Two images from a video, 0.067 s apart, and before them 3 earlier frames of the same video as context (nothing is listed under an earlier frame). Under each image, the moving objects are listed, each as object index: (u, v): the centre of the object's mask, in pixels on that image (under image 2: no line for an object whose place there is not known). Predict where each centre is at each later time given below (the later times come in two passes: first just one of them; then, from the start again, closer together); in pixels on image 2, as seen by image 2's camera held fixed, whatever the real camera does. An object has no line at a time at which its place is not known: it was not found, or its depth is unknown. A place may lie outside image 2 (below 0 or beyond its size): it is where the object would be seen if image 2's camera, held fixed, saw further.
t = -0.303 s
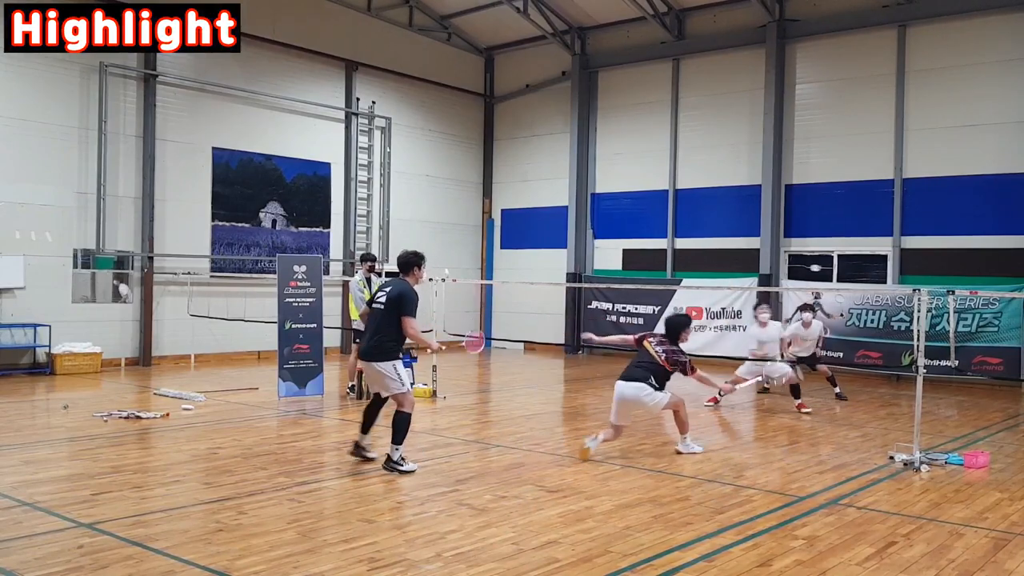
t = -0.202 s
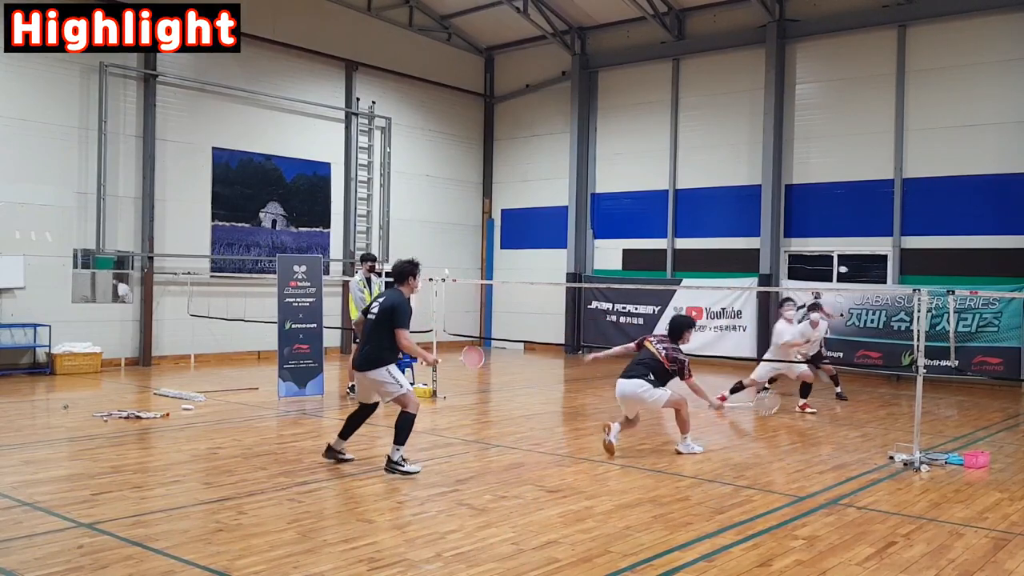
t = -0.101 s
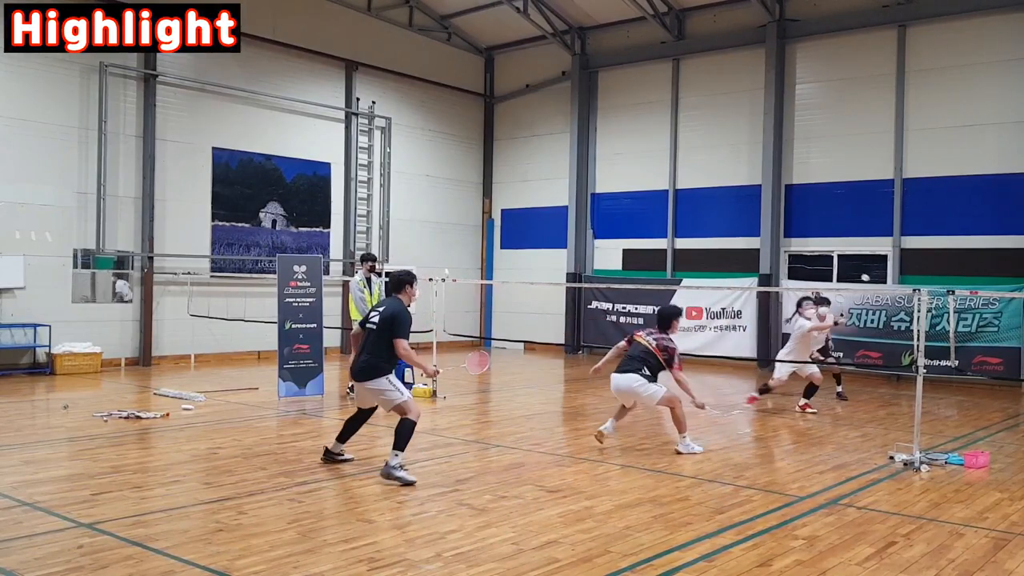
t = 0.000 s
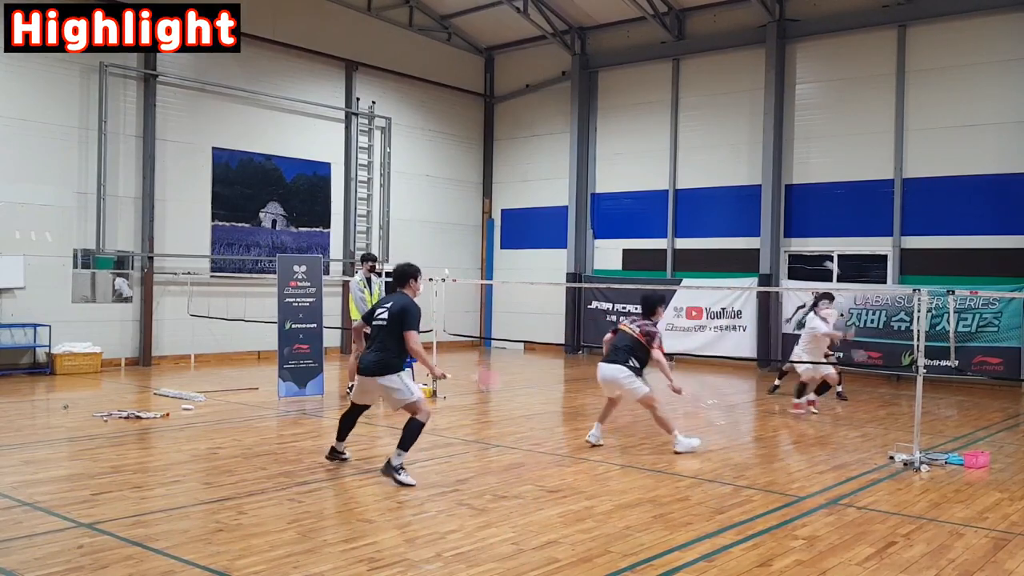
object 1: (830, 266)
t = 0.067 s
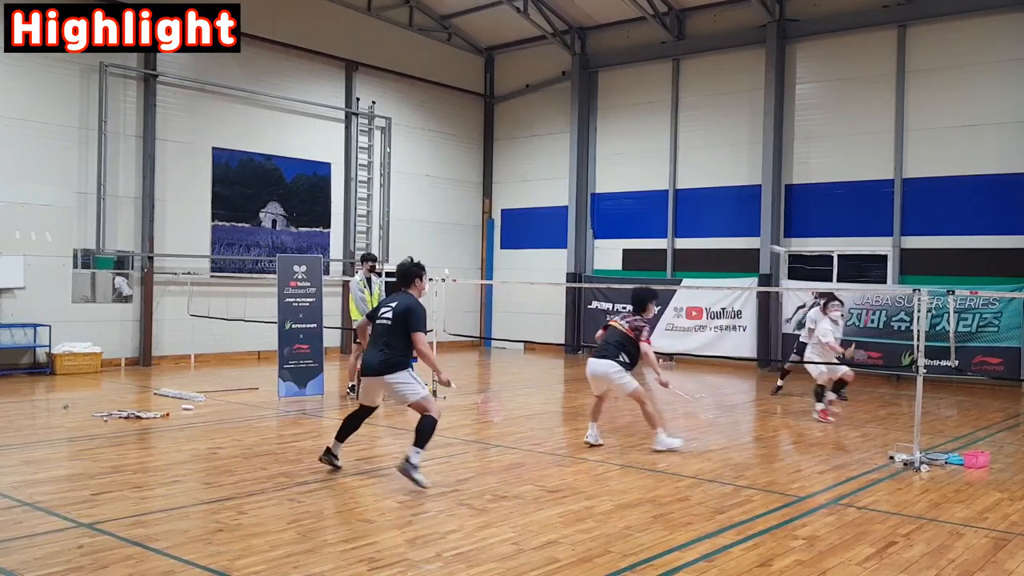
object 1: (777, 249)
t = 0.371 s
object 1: (559, 233)
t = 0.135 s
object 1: (726, 234)
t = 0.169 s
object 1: (703, 230)
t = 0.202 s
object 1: (679, 227)
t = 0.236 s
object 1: (654, 225)
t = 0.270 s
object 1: (630, 225)
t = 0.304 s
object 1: (606, 226)
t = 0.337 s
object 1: (583, 229)
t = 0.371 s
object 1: (559, 233)
